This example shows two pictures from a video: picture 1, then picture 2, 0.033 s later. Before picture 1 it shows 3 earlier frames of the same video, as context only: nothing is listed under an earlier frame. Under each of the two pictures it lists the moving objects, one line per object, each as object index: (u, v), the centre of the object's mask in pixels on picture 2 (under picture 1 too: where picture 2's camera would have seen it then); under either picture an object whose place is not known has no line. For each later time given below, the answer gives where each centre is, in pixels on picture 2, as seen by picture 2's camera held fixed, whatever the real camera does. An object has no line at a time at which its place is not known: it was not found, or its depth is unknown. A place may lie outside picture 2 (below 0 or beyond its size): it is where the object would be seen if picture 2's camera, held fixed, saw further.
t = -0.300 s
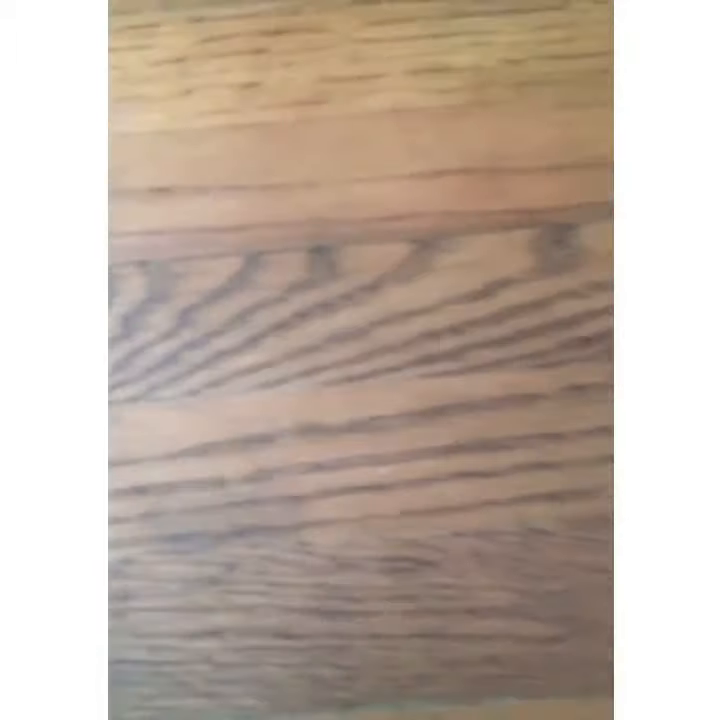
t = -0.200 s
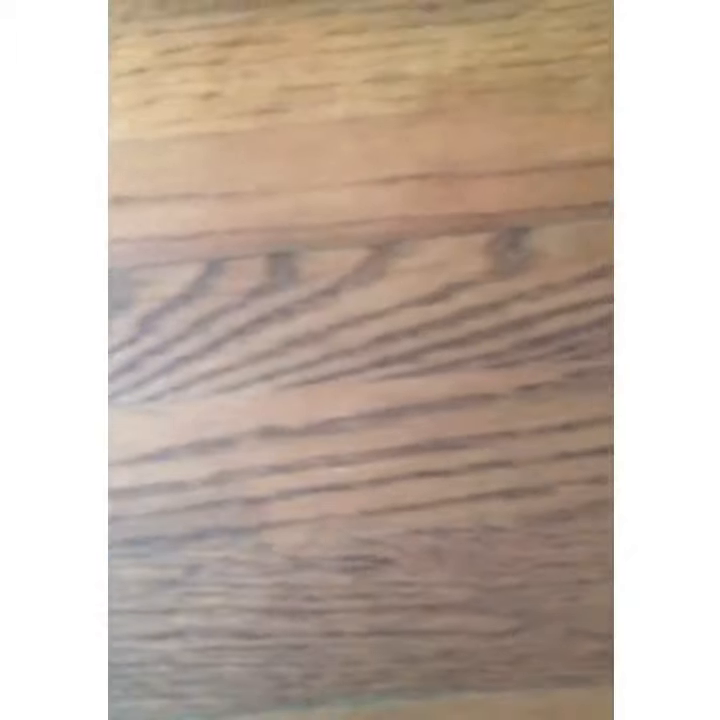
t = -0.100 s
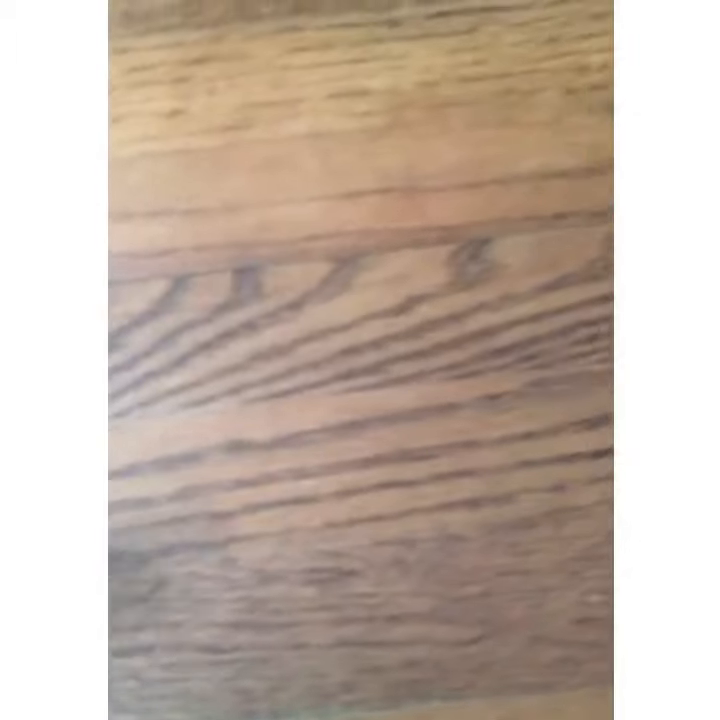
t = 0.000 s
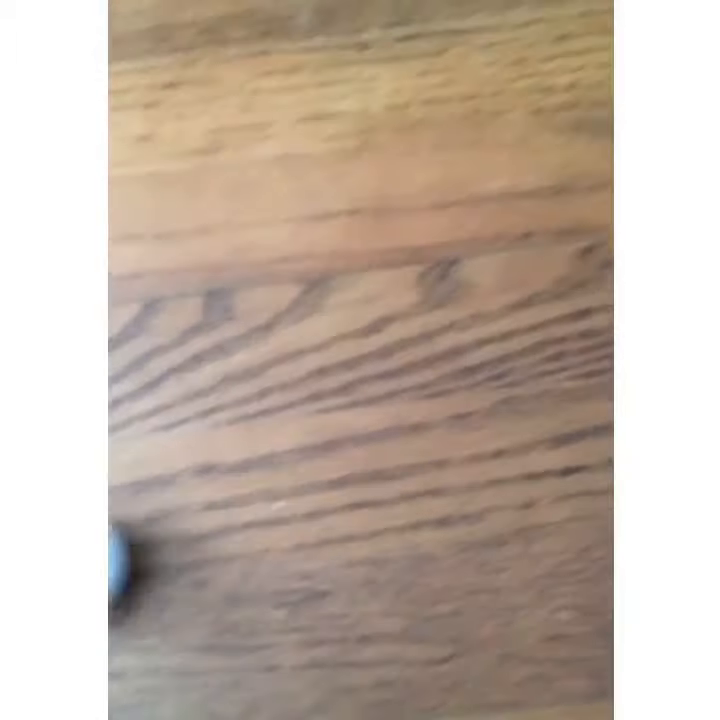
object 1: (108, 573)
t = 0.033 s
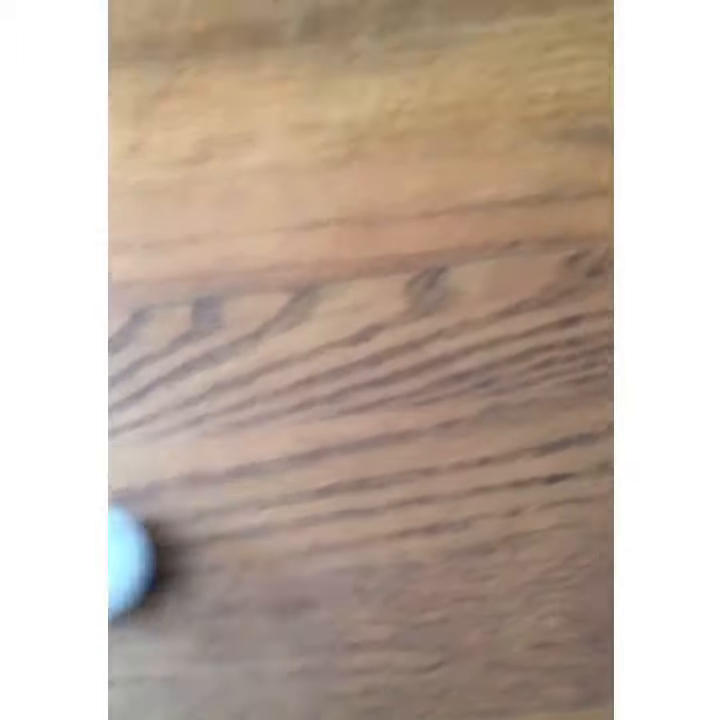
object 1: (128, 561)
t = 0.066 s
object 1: (151, 546)
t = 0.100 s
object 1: (175, 534)
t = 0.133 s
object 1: (199, 524)
